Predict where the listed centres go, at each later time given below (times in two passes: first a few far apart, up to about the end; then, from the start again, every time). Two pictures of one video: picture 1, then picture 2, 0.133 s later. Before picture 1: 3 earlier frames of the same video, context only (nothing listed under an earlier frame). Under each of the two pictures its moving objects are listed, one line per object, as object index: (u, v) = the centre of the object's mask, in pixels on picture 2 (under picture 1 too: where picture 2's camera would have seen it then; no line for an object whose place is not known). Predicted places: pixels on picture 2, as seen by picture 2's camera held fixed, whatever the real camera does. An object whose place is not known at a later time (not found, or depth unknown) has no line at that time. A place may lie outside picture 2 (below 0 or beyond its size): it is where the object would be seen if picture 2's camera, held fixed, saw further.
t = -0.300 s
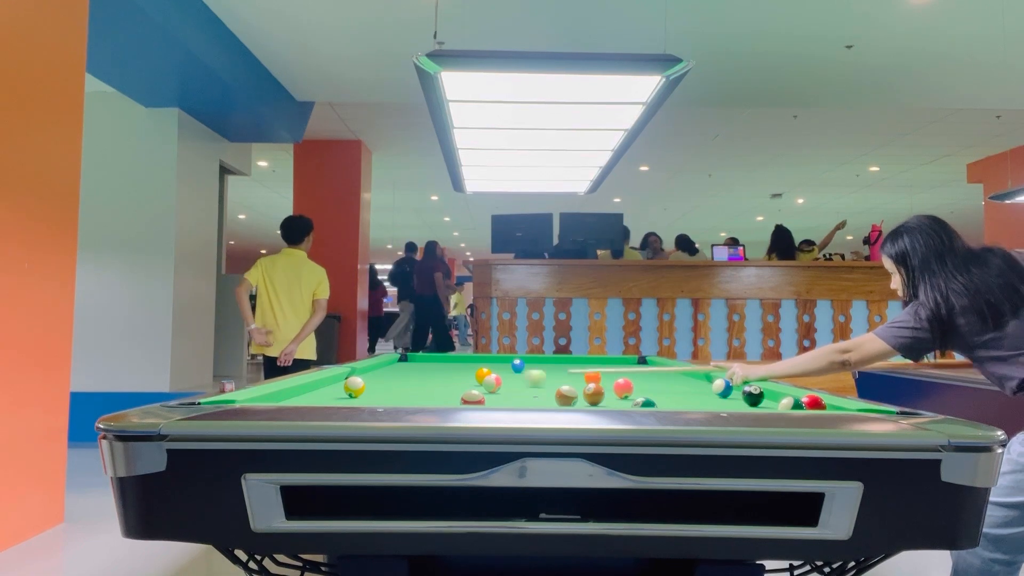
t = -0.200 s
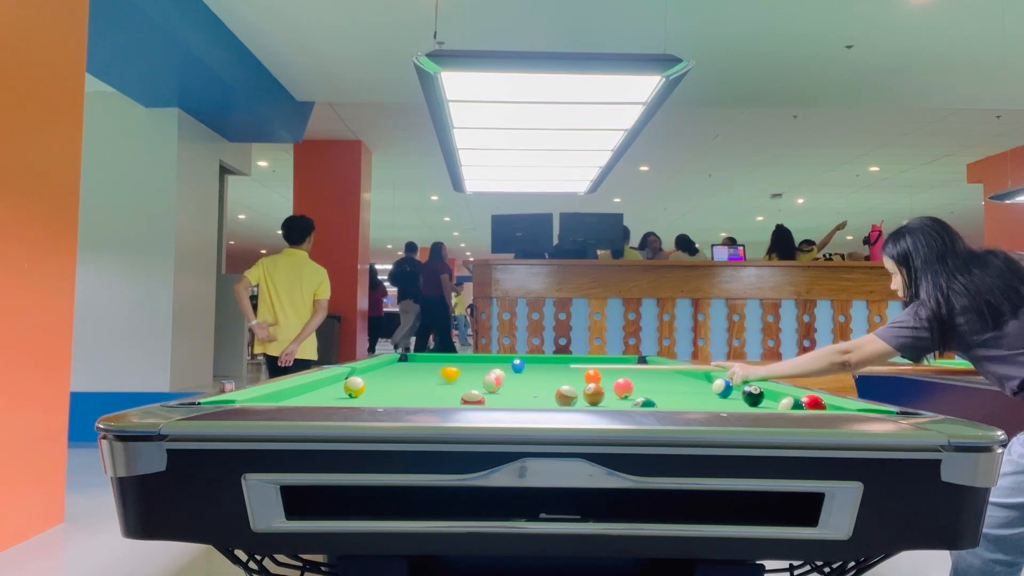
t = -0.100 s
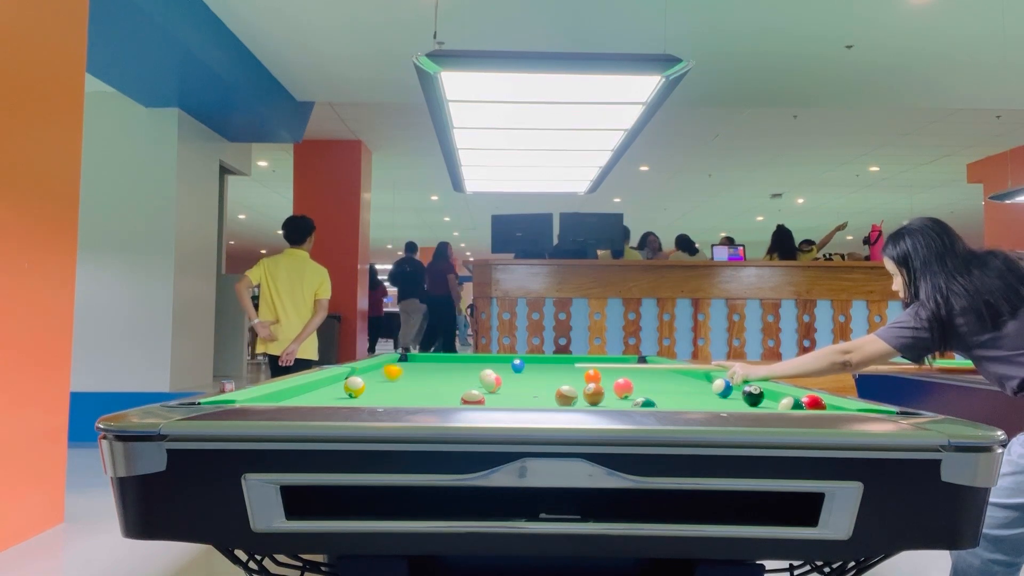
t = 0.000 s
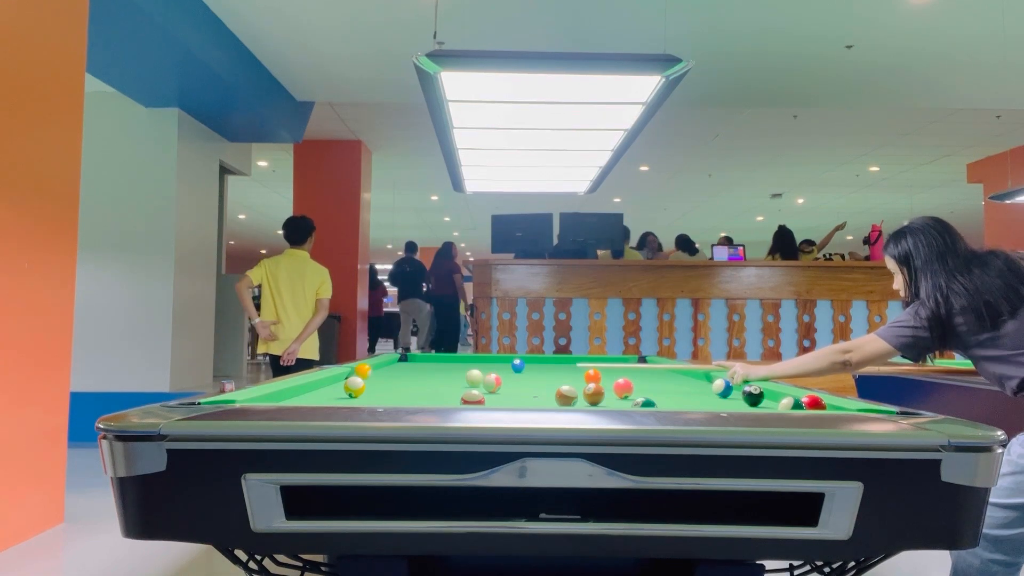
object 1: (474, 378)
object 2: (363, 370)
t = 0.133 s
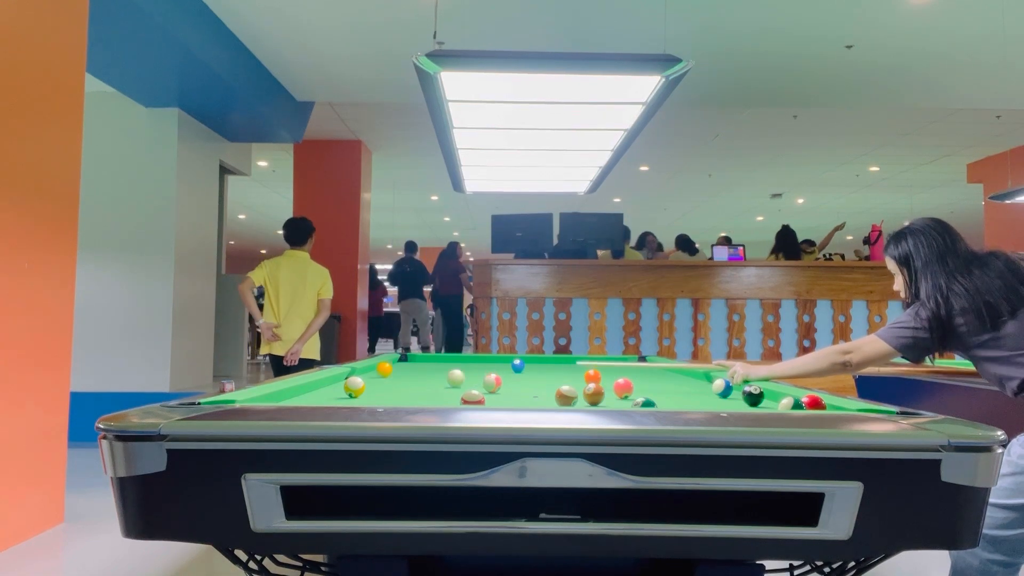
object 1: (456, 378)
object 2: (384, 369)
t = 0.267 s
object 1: (437, 378)
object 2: (400, 368)
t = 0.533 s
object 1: (401, 379)
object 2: (427, 365)
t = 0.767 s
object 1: (372, 379)
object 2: (448, 363)
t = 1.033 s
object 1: (337, 380)
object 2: (468, 361)
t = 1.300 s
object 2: (487, 360)
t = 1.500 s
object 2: (499, 359)
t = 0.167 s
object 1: (451, 378)
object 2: (388, 369)
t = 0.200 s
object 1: (446, 378)
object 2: (392, 368)
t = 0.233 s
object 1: (442, 378)
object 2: (396, 368)
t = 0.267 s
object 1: (437, 378)
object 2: (400, 368)
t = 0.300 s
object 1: (433, 378)
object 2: (403, 367)
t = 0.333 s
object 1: (428, 378)
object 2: (407, 367)
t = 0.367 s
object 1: (424, 378)
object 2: (410, 367)
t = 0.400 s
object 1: (419, 379)
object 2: (414, 365)
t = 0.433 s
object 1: (415, 379)
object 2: (417, 365)
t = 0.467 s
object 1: (410, 379)
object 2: (421, 365)
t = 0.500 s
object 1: (406, 379)
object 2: (423, 365)
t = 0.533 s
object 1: (401, 379)
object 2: (427, 365)
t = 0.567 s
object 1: (397, 379)
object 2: (430, 365)
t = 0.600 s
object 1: (392, 379)
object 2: (433, 365)
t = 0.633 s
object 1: (388, 379)
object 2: (436, 364)
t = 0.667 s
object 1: (384, 379)
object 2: (439, 364)
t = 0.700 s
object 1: (379, 379)
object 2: (442, 363)
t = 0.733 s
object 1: (375, 379)
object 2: (445, 364)
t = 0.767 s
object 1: (372, 379)
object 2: (448, 363)
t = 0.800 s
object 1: (368, 378)
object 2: (450, 363)
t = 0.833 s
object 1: (364, 376)
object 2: (453, 363)
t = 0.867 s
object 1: (360, 375)
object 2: (456, 362)
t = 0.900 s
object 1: (354, 375)
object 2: (459, 362)
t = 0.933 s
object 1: (348, 376)
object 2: (461, 362)
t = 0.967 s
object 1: (343, 378)
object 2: (464, 362)
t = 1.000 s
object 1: (340, 379)
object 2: (466, 362)
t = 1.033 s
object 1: (337, 380)
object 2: (468, 361)
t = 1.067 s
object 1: (334, 380)
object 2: (471, 361)
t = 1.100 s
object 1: (336, 380)
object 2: (473, 361)
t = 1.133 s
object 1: (338, 380)
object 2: (476, 360)
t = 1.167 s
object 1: (339, 380)
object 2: (478, 360)
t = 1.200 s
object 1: (341, 379)
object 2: (480, 360)
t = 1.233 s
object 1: (342, 379)
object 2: (482, 360)
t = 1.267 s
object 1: (344, 378)
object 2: (484, 360)
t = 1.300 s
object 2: (487, 360)
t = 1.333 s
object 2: (489, 359)
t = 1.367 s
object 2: (491, 359)
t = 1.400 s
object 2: (493, 359)
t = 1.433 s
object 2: (495, 359)
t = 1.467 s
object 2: (497, 359)
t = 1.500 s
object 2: (499, 359)
